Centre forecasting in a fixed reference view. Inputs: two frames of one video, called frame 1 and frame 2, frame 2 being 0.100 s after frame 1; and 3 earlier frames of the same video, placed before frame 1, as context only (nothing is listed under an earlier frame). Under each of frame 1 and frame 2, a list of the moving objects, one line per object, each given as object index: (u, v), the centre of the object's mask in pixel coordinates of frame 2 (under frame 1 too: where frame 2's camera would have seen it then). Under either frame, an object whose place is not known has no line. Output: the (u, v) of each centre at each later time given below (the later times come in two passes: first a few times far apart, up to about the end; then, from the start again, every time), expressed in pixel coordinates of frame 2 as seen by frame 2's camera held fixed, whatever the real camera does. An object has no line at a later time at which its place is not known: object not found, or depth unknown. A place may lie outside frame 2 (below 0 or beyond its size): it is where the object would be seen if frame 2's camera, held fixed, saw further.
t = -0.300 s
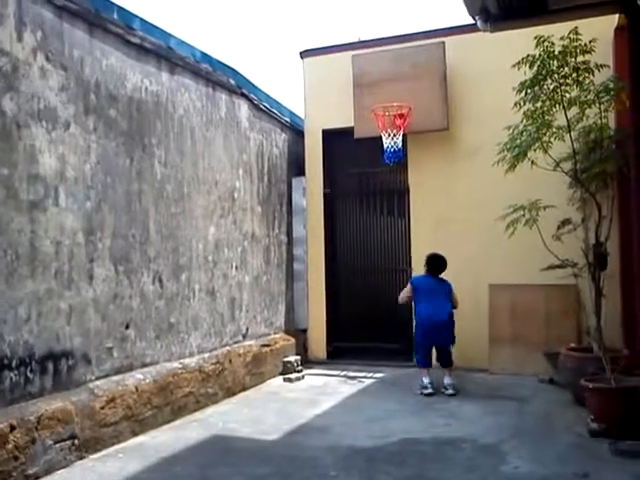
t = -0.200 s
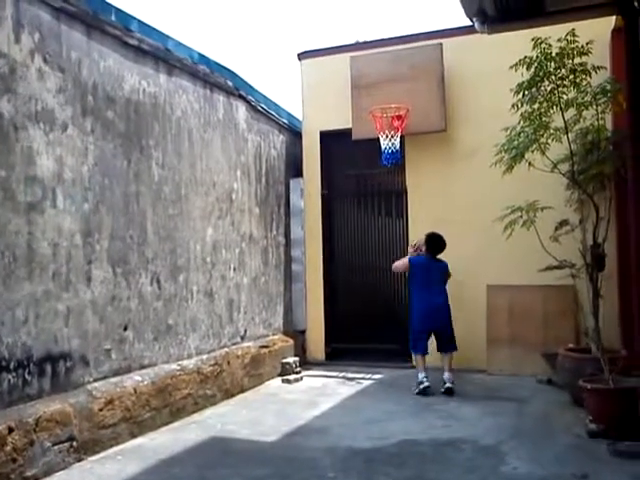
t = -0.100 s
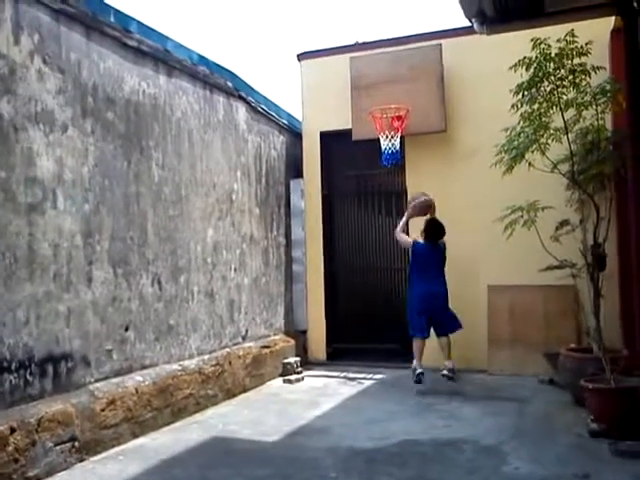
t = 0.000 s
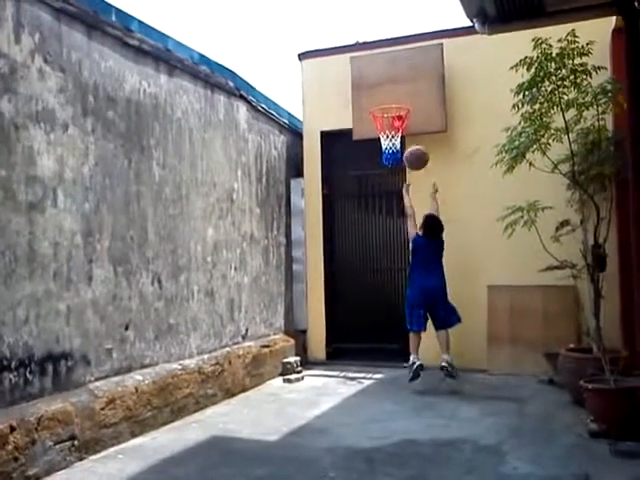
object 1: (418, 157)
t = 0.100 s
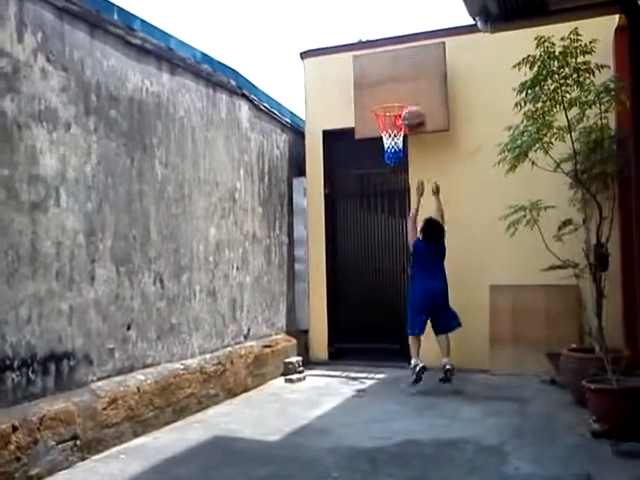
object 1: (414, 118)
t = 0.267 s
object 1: (407, 77)
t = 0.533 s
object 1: (398, 70)
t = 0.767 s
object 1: (394, 109)
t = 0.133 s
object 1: (412, 108)
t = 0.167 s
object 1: (410, 99)
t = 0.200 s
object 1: (409, 91)
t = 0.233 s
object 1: (408, 84)
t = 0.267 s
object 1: (407, 77)
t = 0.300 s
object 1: (406, 72)
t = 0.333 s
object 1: (405, 68)
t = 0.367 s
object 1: (403, 65)
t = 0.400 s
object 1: (402, 63)
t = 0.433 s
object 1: (401, 63)
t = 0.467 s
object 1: (401, 62)
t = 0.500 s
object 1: (399, 64)
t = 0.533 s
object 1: (398, 70)
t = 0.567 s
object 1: (397, 74)
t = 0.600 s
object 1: (396, 79)
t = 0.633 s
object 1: (394, 86)
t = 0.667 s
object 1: (394, 93)
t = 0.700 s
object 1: (393, 99)
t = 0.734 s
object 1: (394, 103)
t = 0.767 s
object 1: (394, 109)
